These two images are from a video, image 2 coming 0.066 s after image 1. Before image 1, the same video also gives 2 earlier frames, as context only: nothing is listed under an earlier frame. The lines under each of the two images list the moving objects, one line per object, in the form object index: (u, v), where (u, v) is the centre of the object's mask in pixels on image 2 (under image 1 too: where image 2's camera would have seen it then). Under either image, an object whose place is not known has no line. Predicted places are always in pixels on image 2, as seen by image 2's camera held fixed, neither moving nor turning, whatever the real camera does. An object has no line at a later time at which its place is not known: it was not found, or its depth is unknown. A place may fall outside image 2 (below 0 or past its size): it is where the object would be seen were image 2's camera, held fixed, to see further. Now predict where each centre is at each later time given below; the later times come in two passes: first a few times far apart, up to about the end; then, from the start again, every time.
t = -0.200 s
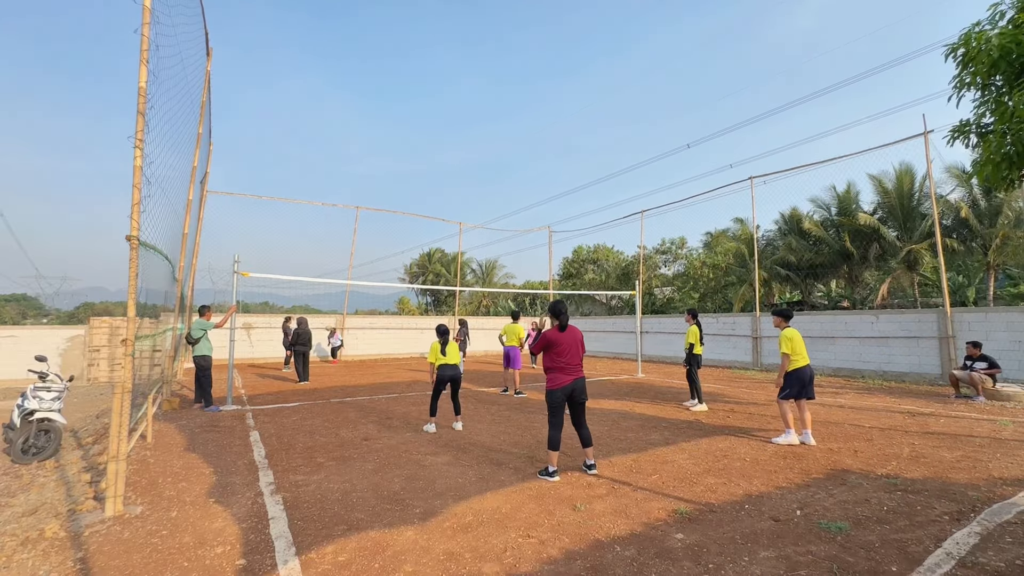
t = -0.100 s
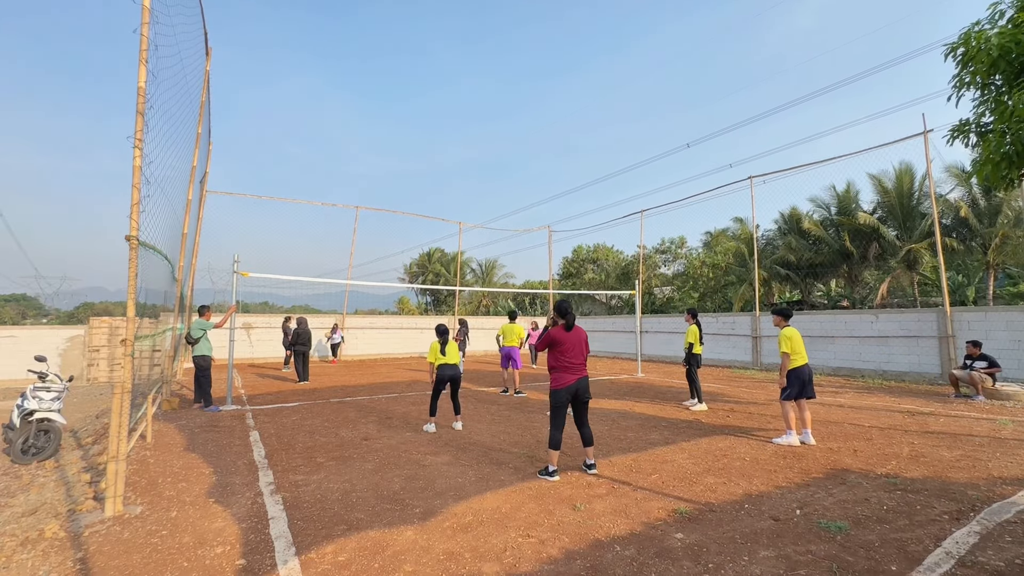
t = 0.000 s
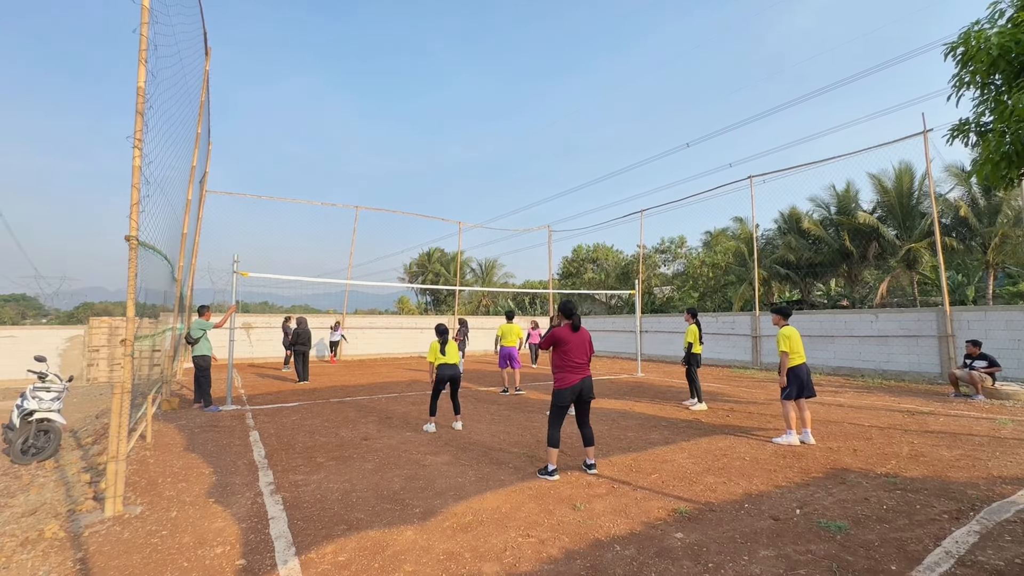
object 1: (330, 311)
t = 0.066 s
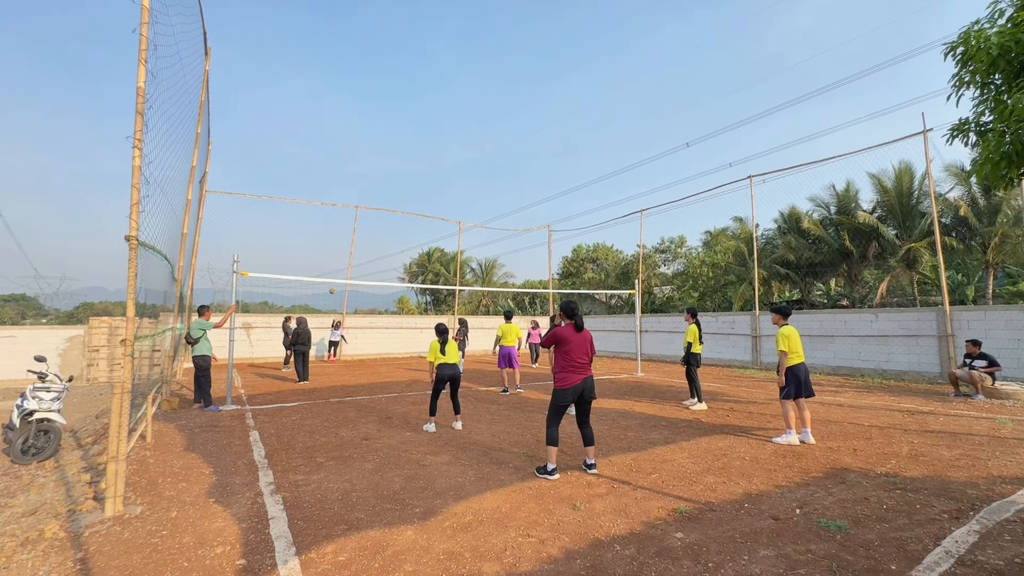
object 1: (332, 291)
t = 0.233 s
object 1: (338, 244)
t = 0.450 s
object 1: (346, 189)
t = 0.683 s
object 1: (357, 138)
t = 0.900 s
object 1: (370, 102)
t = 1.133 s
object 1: (386, 80)
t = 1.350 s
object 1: (404, 76)
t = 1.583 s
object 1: (427, 100)
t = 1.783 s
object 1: (452, 151)
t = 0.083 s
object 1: (333, 286)
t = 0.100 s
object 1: (333, 283)
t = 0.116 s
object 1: (334, 277)
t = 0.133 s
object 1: (334, 272)
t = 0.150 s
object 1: (335, 267)
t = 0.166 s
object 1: (336, 262)
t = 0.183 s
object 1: (336, 258)
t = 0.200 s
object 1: (337, 253)
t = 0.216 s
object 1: (337, 248)
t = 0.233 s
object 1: (338, 244)
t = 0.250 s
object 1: (338, 239)
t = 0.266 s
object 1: (339, 235)
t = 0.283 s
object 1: (340, 230)
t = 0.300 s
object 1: (340, 226)
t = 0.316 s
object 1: (341, 222)
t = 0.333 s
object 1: (342, 217)
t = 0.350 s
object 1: (342, 213)
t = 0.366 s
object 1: (343, 209)
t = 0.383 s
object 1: (344, 205)
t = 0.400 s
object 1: (344, 201)
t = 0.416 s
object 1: (345, 197)
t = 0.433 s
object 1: (345, 192)
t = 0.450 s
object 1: (346, 189)
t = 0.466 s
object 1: (347, 185)
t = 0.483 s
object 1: (347, 181)
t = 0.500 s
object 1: (348, 177)
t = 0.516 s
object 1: (349, 173)
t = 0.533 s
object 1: (349, 169)
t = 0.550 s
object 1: (350, 165)
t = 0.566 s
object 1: (351, 162)
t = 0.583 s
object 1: (352, 158)
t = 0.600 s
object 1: (353, 155)
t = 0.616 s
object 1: (353, 151)
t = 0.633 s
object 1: (354, 148)
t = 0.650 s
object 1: (355, 144)
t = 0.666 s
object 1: (356, 141)
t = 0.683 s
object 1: (357, 138)
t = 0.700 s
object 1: (358, 135)
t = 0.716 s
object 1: (358, 132)
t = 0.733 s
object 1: (359, 129)
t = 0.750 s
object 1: (360, 126)
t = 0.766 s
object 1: (361, 123)
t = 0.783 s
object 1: (362, 120)
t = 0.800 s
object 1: (363, 117)
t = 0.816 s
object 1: (365, 115)
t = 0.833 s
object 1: (365, 112)
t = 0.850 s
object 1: (367, 110)
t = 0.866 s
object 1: (368, 107)
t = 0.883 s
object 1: (369, 105)
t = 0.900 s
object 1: (370, 102)
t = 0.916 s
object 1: (371, 100)
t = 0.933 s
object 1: (372, 98)
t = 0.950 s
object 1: (373, 96)
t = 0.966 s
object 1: (374, 94)
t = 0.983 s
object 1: (375, 92)
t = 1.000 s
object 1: (376, 91)
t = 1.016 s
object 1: (378, 89)
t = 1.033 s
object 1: (379, 87)
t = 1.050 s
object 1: (380, 86)
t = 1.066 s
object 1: (381, 84)
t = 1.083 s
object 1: (382, 83)
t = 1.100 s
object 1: (384, 82)
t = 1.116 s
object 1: (385, 81)
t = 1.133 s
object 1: (386, 80)
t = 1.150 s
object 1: (387, 79)
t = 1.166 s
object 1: (389, 78)
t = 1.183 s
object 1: (390, 77)
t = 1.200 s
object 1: (392, 77)
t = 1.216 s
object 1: (393, 76)
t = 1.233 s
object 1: (394, 76)
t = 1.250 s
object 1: (395, 75)
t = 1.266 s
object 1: (397, 75)
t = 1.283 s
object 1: (398, 75)
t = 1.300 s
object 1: (400, 75)
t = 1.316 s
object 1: (401, 75)
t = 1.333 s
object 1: (402, 76)
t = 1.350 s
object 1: (404, 76)
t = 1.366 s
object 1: (405, 77)
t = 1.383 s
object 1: (407, 77)
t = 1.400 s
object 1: (408, 79)
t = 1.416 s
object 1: (410, 80)
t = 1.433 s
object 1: (411, 81)
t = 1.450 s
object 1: (413, 83)
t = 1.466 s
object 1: (415, 84)
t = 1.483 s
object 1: (416, 86)
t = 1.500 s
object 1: (418, 88)
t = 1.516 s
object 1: (420, 90)
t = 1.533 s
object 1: (422, 92)
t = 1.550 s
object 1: (424, 95)
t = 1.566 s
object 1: (426, 97)
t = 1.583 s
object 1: (427, 100)
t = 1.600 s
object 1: (429, 103)
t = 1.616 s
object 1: (431, 106)
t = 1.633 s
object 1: (433, 110)
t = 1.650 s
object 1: (435, 113)
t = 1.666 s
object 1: (437, 117)
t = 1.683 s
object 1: (439, 121)
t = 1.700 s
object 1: (441, 125)
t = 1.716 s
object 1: (443, 130)
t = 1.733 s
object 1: (446, 135)
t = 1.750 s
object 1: (448, 140)
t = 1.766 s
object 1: (450, 146)
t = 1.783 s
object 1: (452, 151)
